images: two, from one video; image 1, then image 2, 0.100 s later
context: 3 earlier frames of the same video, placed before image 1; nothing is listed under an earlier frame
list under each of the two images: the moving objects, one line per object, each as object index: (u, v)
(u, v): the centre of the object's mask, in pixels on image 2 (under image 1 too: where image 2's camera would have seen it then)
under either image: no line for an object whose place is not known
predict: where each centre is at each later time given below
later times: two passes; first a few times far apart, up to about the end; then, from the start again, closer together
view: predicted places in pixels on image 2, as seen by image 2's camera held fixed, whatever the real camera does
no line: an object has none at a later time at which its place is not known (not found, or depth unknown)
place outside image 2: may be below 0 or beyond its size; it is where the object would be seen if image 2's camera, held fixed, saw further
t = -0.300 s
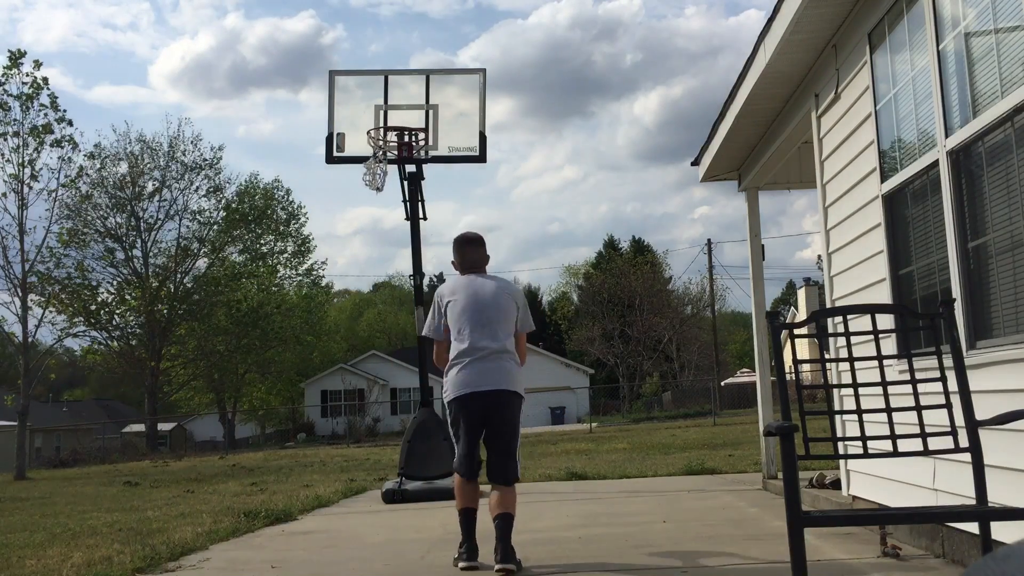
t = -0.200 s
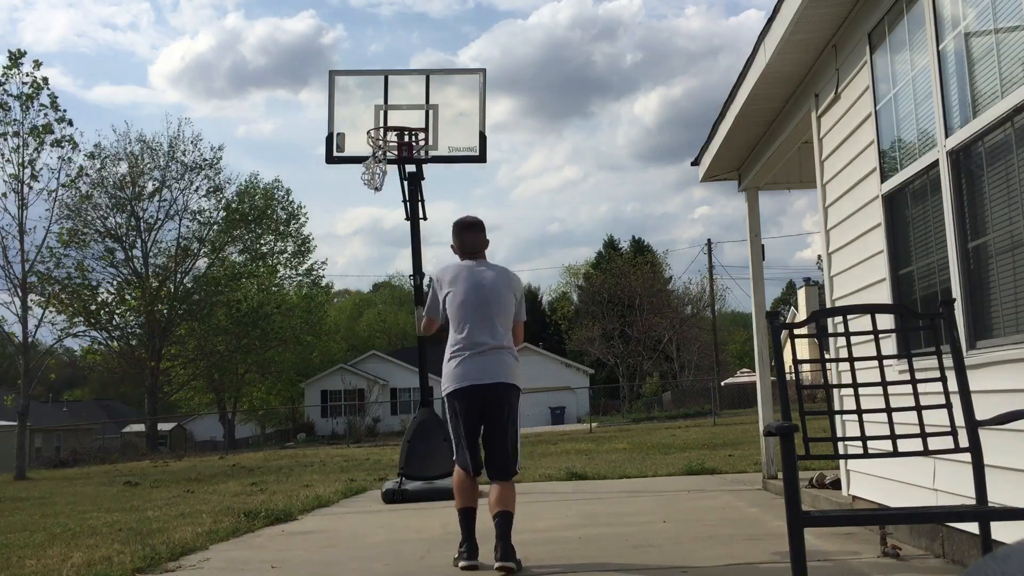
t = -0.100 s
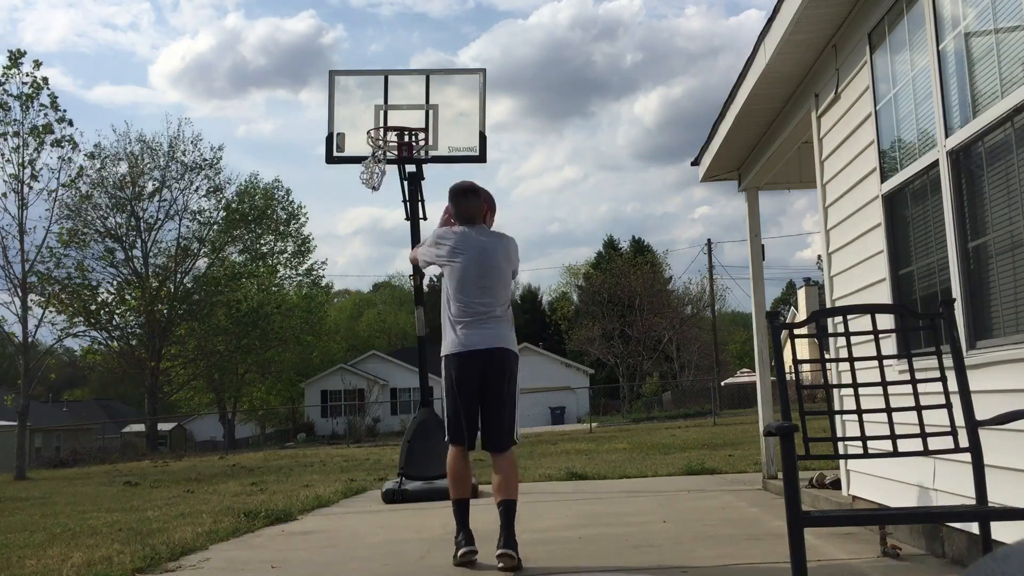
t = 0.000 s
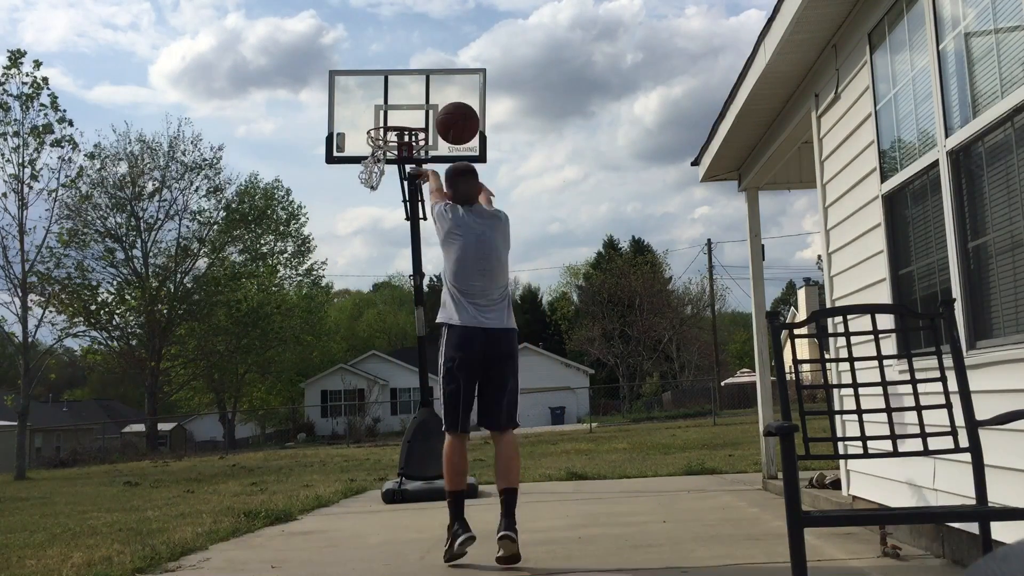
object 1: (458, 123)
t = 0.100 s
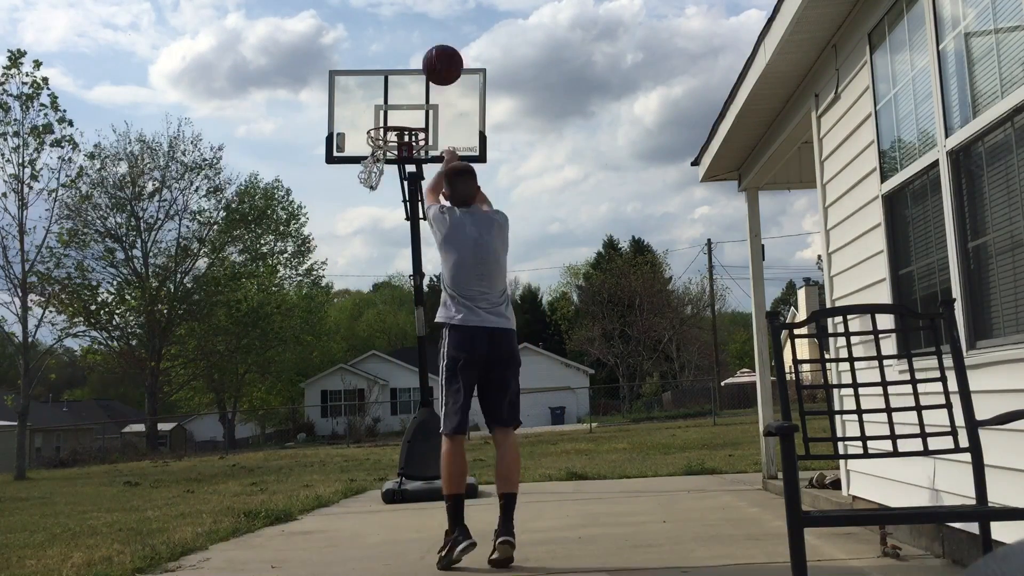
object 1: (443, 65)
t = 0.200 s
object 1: (430, 28)
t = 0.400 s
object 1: (411, 11)
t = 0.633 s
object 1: (396, 45)
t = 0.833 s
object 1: (386, 117)
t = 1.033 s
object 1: (357, 87)
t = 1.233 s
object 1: (324, 76)
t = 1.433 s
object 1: (291, 114)
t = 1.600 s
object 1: (261, 189)
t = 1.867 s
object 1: (206, 410)
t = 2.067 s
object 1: (159, 477)
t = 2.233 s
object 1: (116, 392)
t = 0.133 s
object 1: (438, 51)
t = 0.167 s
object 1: (434, 38)
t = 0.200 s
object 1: (430, 28)
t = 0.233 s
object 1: (427, 20)
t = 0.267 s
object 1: (423, 15)
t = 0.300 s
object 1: (420, 12)
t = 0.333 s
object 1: (417, 11)
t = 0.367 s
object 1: (414, 10)
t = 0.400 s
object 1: (411, 11)
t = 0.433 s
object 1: (409, 11)
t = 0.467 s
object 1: (407, 13)
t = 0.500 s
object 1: (404, 16)
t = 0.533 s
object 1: (402, 21)
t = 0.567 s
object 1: (400, 28)
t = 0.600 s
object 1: (398, 36)
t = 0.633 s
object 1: (396, 45)
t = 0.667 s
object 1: (394, 55)
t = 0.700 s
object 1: (392, 66)
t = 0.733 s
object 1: (391, 78)
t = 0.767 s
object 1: (389, 91)
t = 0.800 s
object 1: (388, 105)
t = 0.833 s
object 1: (386, 117)
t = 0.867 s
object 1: (383, 125)
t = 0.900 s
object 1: (377, 117)
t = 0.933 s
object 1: (372, 109)
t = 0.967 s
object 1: (367, 101)
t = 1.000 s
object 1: (362, 93)
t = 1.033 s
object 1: (357, 87)
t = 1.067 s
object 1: (352, 82)
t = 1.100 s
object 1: (347, 78)
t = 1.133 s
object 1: (341, 76)
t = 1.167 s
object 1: (335, 74)
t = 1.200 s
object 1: (330, 74)
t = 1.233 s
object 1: (324, 76)
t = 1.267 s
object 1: (319, 79)
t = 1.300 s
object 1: (313, 83)
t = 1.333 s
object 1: (308, 88)
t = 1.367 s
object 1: (302, 95)
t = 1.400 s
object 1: (297, 104)
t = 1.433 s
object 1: (291, 114)
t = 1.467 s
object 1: (285, 125)
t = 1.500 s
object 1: (279, 139)
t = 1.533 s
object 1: (273, 154)
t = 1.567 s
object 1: (267, 170)
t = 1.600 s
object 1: (261, 189)
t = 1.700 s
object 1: (241, 256)
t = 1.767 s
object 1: (228, 311)
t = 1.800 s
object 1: (221, 341)
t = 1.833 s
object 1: (214, 375)
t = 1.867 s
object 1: (206, 410)
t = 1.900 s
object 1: (198, 449)
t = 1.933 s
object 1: (191, 489)
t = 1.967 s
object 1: (182, 529)
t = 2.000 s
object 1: (175, 520)
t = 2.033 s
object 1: (167, 498)
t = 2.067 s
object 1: (159, 477)
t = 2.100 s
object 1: (151, 457)
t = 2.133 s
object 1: (142, 439)
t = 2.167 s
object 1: (135, 421)
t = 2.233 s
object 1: (116, 392)
